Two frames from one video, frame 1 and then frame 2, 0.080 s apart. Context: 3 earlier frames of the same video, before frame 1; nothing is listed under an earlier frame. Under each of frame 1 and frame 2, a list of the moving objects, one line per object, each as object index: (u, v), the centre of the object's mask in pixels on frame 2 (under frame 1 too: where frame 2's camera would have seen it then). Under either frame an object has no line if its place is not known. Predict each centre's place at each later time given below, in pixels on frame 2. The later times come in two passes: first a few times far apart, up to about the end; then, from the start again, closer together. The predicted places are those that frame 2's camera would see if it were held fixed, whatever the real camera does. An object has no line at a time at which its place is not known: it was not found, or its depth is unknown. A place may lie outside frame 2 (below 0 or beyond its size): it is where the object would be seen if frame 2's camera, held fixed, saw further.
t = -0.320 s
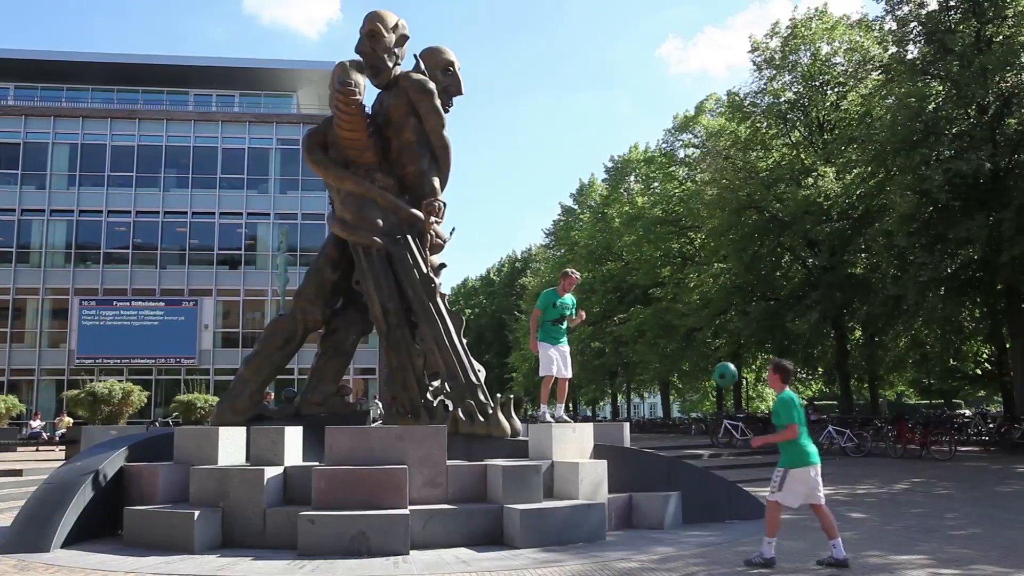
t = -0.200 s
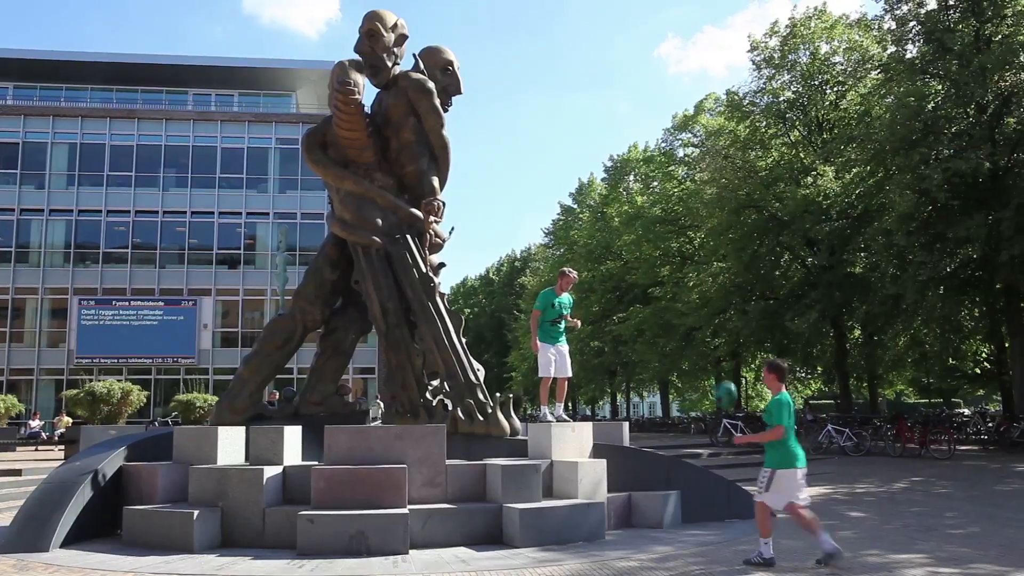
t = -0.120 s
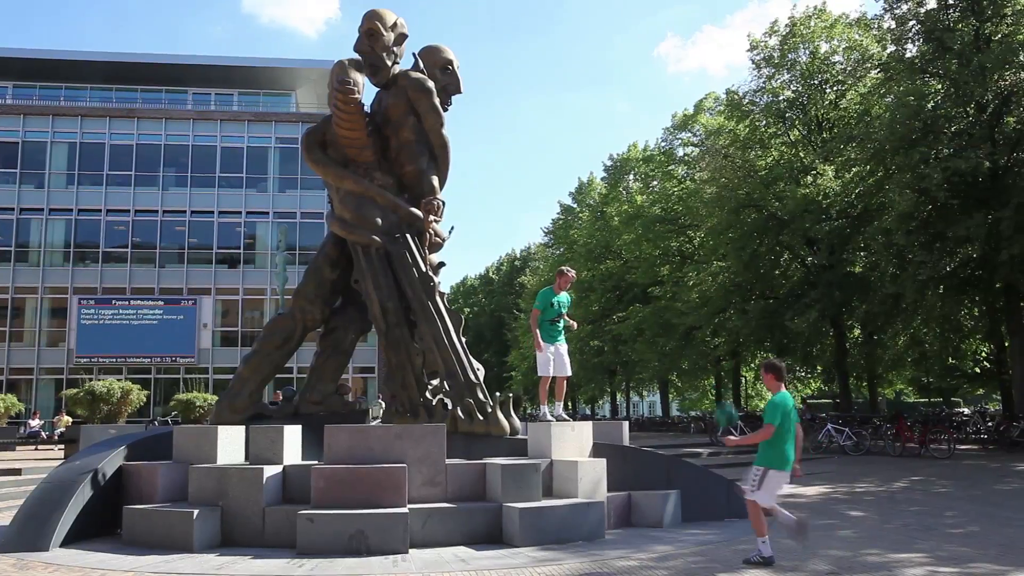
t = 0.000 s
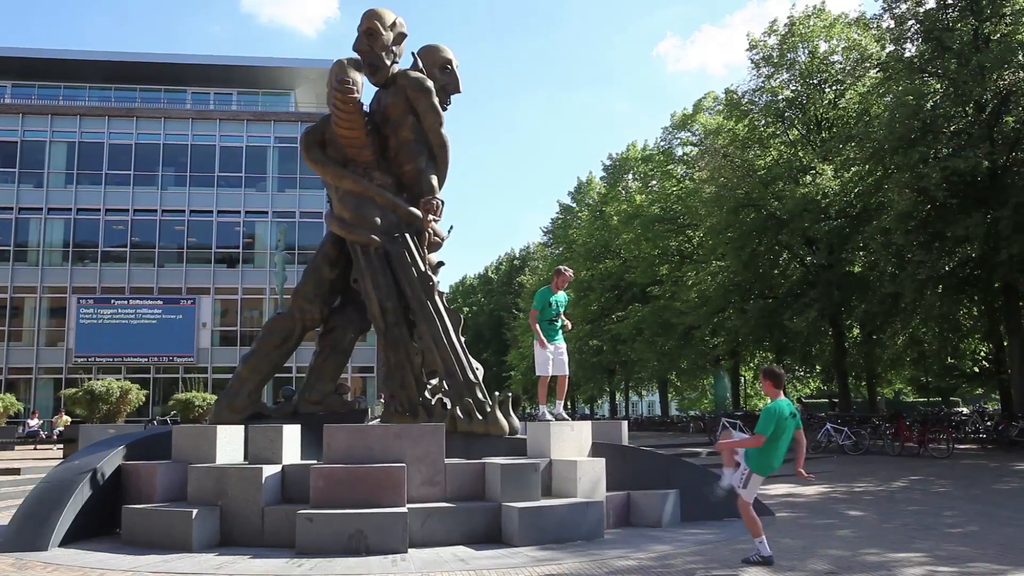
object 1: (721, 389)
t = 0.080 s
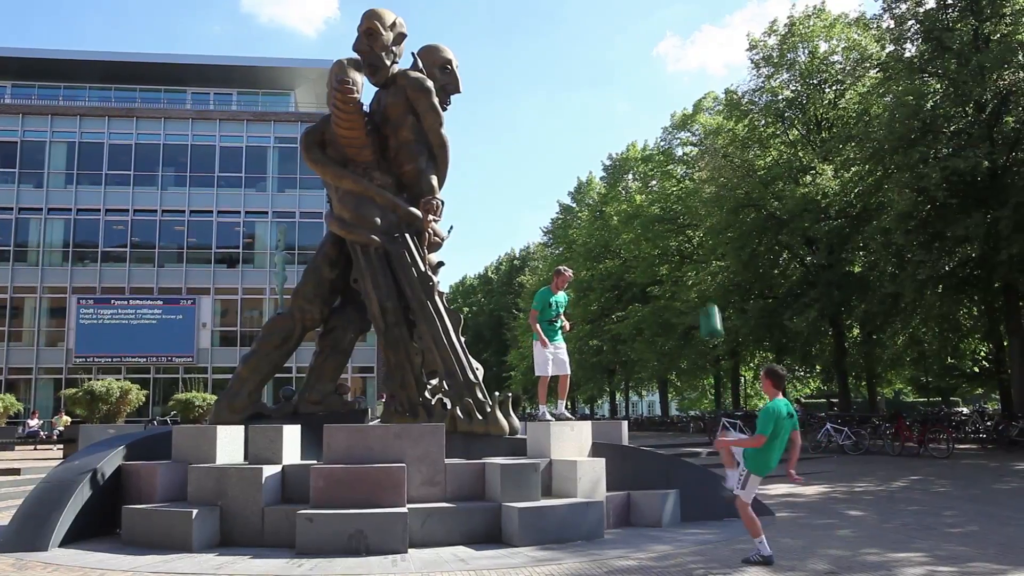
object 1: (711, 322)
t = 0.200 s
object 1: (698, 239)
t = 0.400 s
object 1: (674, 143)
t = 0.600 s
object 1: (654, 90)
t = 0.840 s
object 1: (634, 77)
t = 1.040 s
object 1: (620, 101)
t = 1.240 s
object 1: (608, 157)
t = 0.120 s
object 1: (708, 293)
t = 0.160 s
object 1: (702, 264)
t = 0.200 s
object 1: (698, 239)
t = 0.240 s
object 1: (693, 216)
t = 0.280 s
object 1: (690, 196)
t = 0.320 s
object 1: (685, 174)
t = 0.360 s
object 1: (679, 157)
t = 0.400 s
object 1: (674, 143)
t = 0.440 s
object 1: (669, 129)
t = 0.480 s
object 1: (665, 117)
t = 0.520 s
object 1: (661, 107)
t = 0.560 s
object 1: (657, 98)
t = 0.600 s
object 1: (654, 90)
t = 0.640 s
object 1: (650, 85)
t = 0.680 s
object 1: (647, 80)
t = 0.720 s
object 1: (643, 78)
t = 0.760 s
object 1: (640, 76)
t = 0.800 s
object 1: (637, 76)
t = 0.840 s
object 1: (634, 77)
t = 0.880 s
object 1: (631, 79)
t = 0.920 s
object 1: (628, 83)
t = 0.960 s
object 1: (625, 88)
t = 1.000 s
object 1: (623, 94)
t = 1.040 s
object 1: (620, 101)
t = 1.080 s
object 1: (618, 110)
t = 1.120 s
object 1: (615, 120)
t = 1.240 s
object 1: (608, 157)
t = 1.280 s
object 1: (607, 170)
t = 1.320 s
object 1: (606, 185)
